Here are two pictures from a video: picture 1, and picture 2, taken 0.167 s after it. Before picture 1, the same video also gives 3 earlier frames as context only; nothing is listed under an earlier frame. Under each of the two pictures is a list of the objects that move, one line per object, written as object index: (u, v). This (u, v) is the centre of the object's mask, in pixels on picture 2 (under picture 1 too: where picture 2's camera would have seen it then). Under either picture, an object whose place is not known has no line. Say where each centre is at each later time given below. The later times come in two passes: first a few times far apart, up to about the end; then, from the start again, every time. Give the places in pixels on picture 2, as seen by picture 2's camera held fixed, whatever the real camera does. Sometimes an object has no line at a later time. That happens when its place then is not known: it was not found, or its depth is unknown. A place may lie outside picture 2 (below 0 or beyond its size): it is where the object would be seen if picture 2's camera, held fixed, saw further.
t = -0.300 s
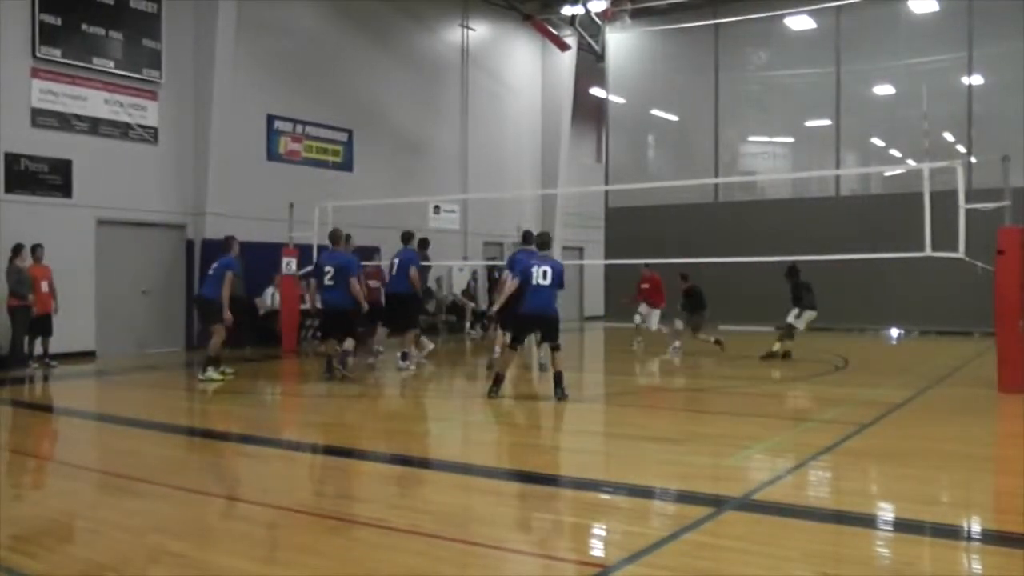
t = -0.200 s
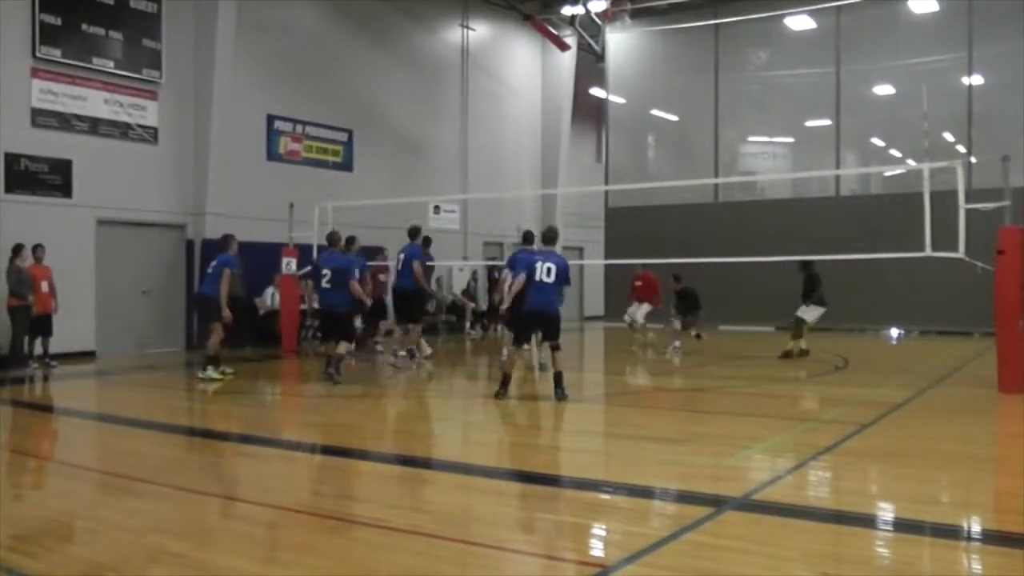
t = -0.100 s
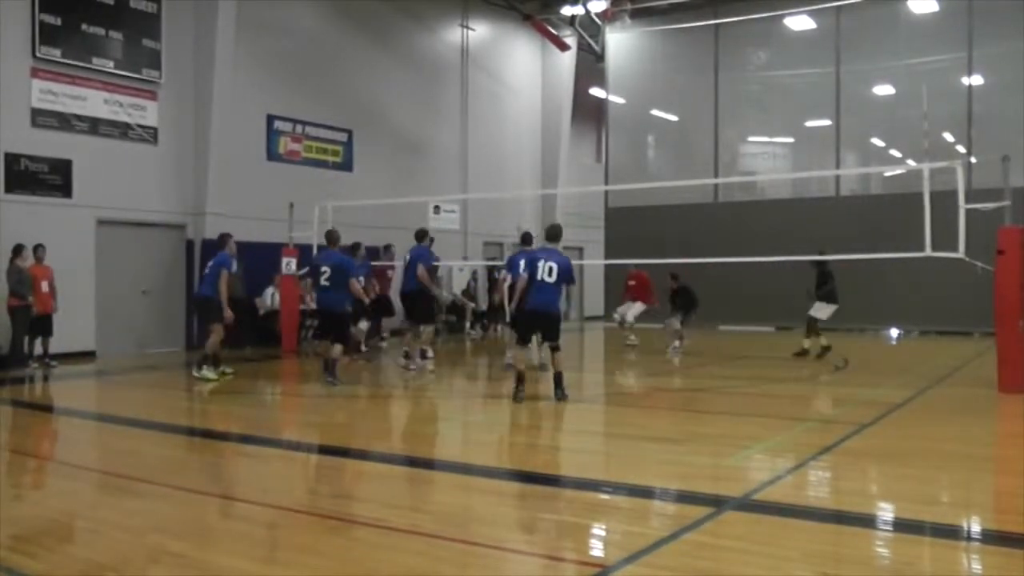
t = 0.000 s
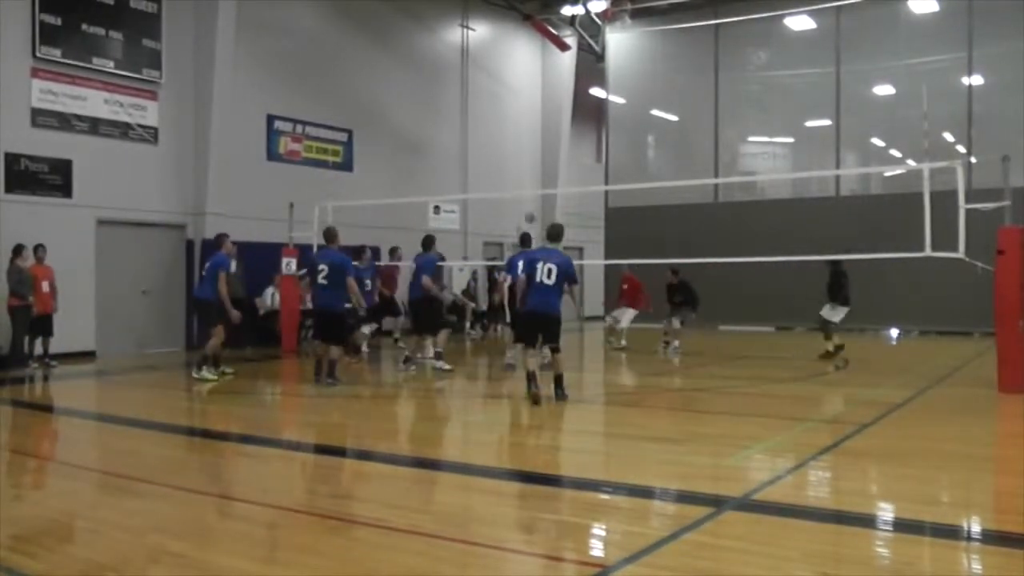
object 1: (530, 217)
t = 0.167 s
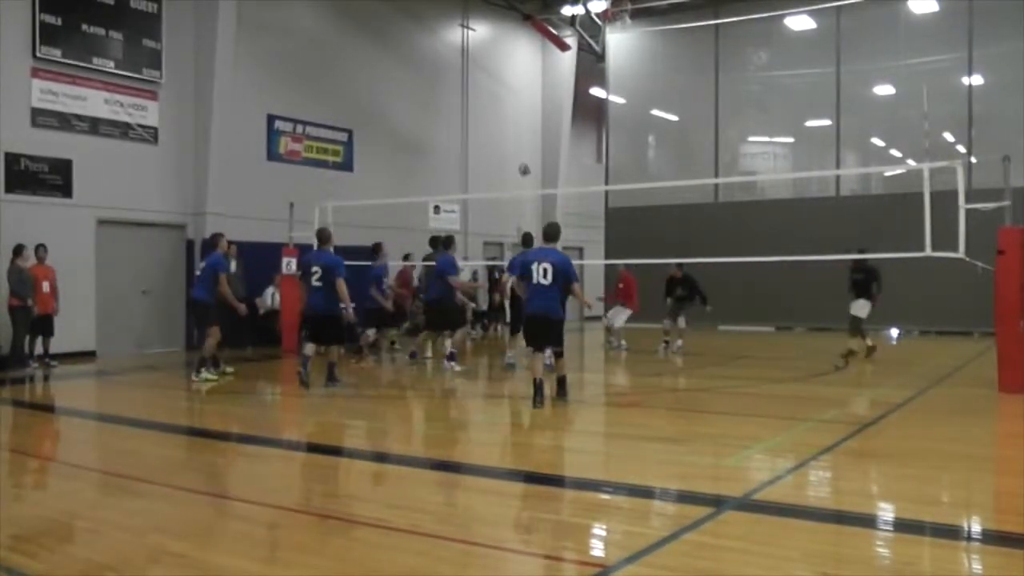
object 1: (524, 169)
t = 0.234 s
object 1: (523, 156)
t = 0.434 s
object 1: (514, 129)
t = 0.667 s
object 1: (506, 127)
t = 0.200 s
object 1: (523, 162)
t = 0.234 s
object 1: (523, 156)
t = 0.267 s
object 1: (521, 149)
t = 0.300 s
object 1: (519, 144)
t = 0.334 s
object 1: (518, 139)
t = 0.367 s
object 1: (517, 134)
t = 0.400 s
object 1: (516, 131)
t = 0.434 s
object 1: (514, 129)
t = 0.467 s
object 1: (513, 125)
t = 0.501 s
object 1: (511, 124)
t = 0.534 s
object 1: (510, 123)
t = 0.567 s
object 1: (509, 123)
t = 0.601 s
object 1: (508, 124)
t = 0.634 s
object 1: (507, 124)
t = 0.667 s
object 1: (506, 127)
